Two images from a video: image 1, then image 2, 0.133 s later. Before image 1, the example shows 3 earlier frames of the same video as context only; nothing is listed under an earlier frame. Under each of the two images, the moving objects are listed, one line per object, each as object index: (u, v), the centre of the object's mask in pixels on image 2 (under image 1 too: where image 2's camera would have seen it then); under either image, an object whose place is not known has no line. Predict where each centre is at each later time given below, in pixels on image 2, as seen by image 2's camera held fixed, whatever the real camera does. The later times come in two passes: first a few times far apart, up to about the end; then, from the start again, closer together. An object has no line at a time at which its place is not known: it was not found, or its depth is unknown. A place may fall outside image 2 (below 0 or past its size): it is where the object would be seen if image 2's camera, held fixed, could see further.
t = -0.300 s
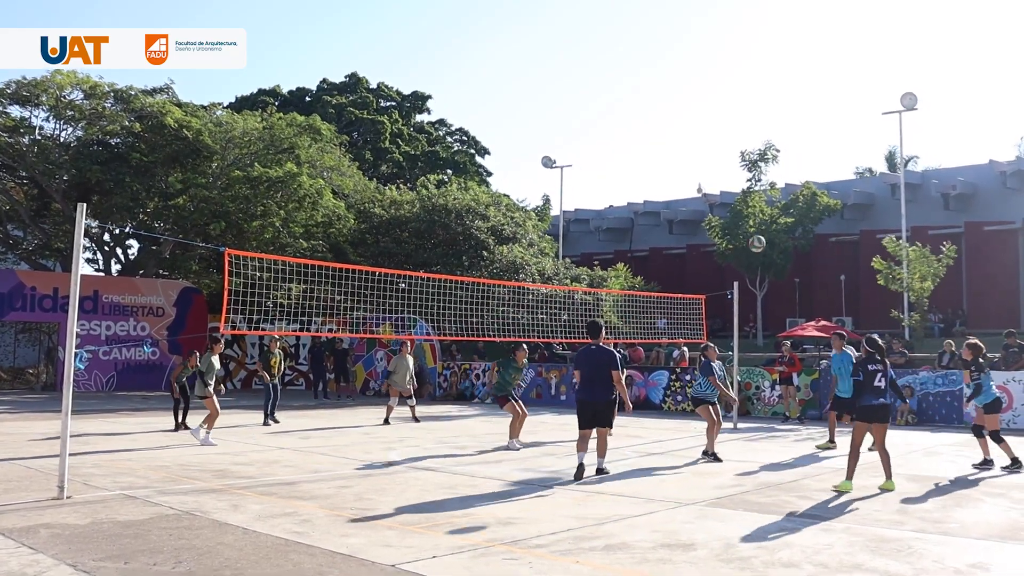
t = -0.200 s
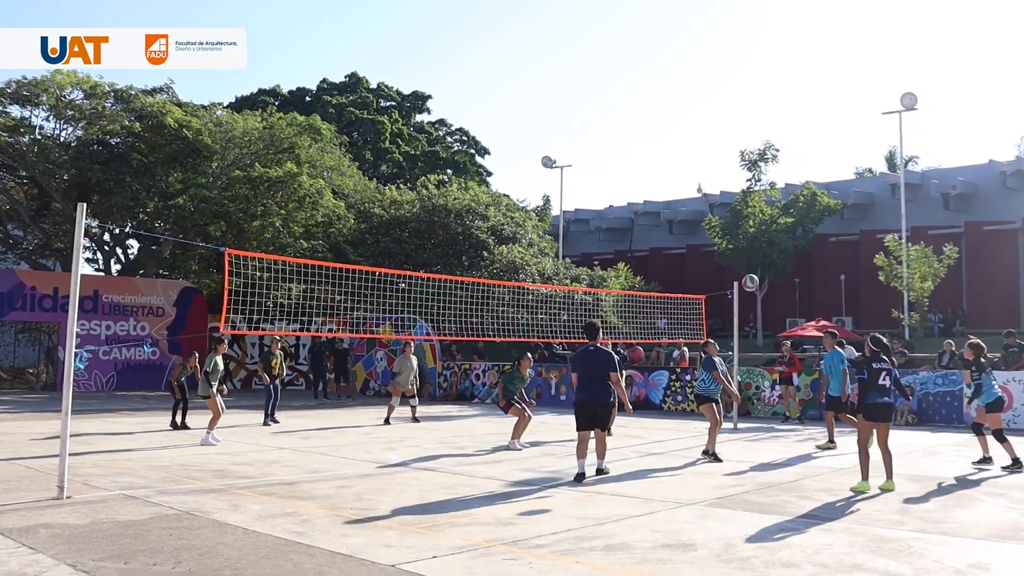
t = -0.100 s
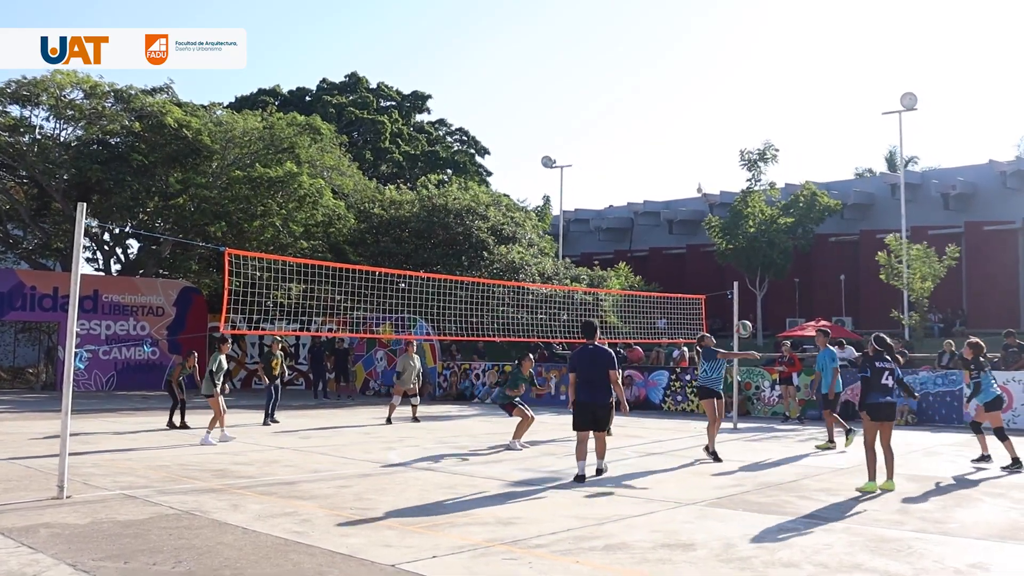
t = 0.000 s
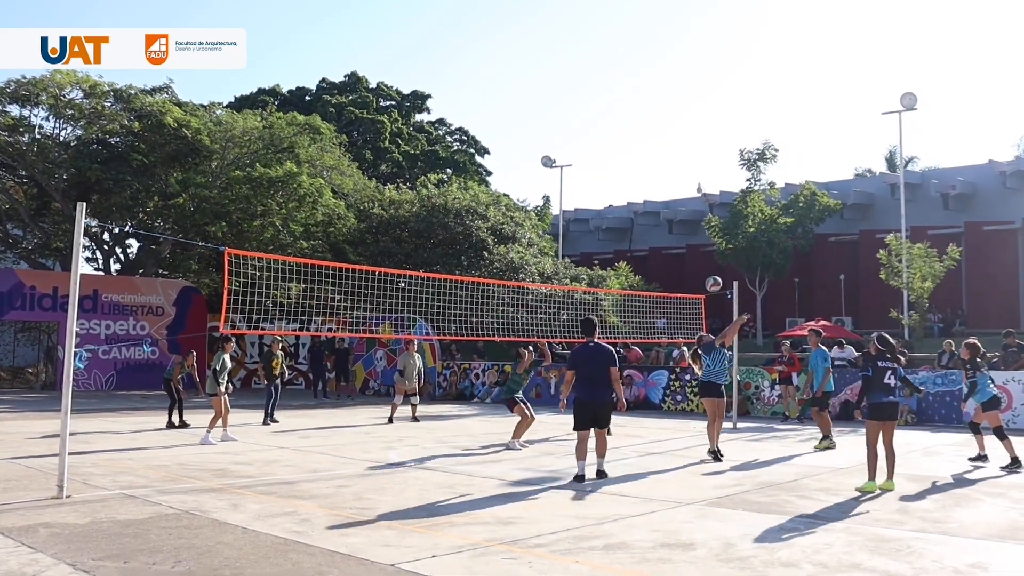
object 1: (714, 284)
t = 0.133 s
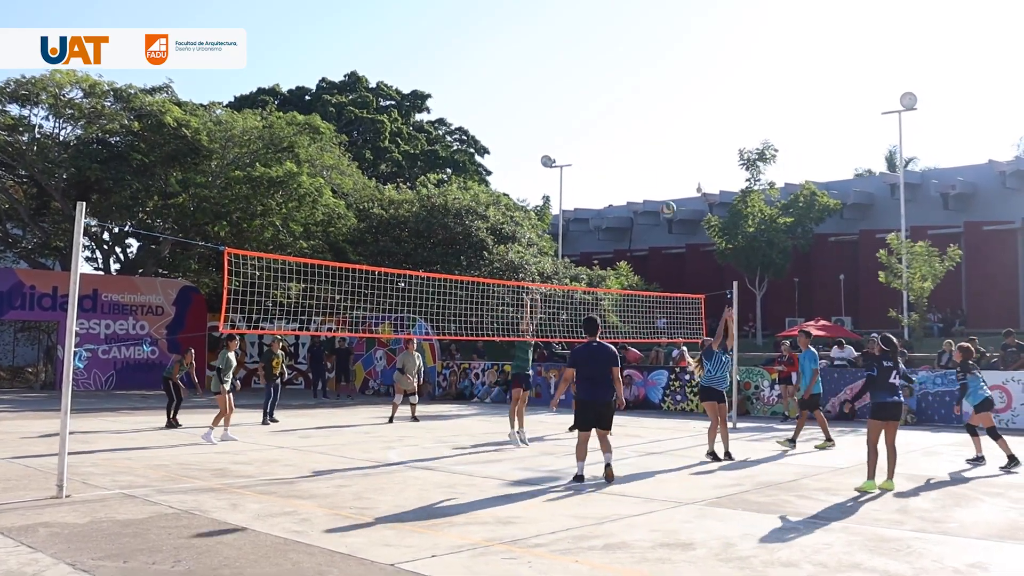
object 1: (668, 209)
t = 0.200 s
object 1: (646, 179)
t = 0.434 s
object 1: (575, 106)
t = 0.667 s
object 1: (513, 77)
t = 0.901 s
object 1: (458, 85)
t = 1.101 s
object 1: (417, 117)
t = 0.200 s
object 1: (646, 179)
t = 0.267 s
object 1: (625, 153)
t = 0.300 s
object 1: (614, 141)
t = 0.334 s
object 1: (604, 131)
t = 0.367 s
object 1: (594, 122)
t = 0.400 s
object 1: (585, 113)
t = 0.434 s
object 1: (575, 106)
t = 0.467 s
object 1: (566, 99)
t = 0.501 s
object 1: (556, 93)
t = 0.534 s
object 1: (547, 89)
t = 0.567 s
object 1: (538, 84)
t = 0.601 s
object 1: (530, 81)
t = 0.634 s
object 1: (521, 79)
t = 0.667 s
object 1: (513, 77)
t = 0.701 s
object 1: (505, 76)
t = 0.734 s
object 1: (497, 76)
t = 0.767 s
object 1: (489, 76)
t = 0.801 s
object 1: (481, 77)
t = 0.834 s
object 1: (473, 79)
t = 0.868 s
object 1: (466, 81)
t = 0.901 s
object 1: (458, 85)
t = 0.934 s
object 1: (451, 88)
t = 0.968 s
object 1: (444, 93)
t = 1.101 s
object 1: (417, 117)
